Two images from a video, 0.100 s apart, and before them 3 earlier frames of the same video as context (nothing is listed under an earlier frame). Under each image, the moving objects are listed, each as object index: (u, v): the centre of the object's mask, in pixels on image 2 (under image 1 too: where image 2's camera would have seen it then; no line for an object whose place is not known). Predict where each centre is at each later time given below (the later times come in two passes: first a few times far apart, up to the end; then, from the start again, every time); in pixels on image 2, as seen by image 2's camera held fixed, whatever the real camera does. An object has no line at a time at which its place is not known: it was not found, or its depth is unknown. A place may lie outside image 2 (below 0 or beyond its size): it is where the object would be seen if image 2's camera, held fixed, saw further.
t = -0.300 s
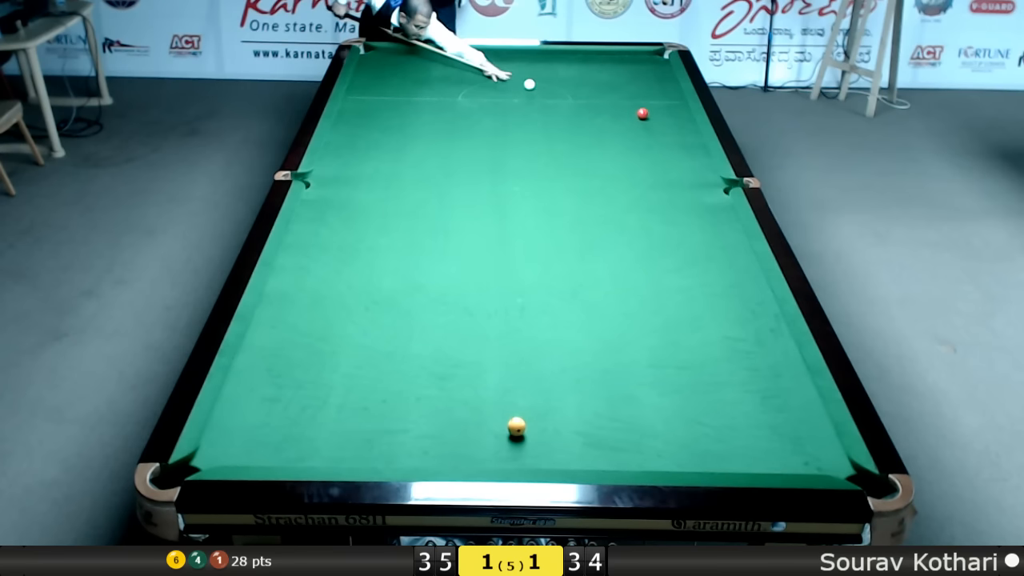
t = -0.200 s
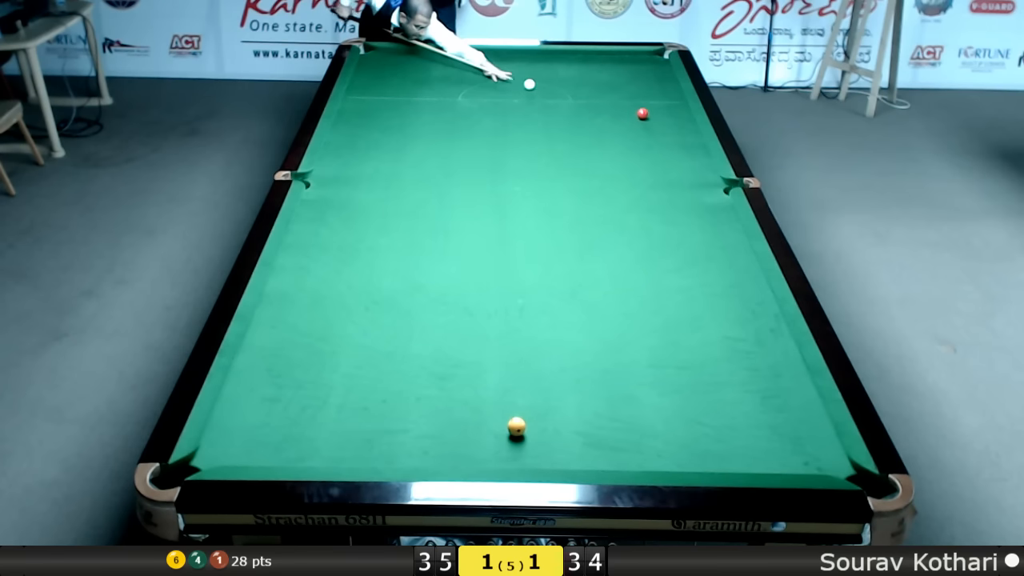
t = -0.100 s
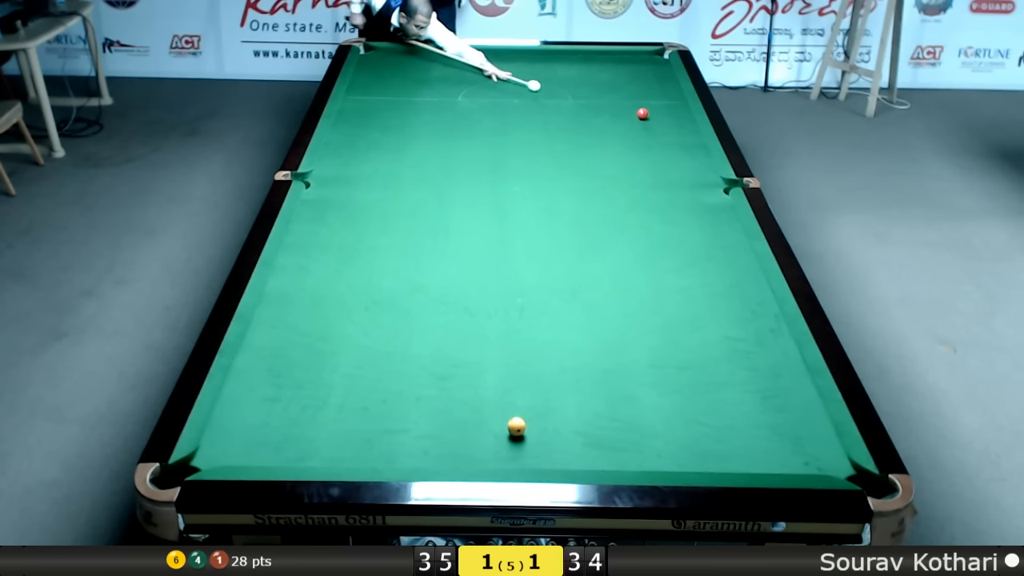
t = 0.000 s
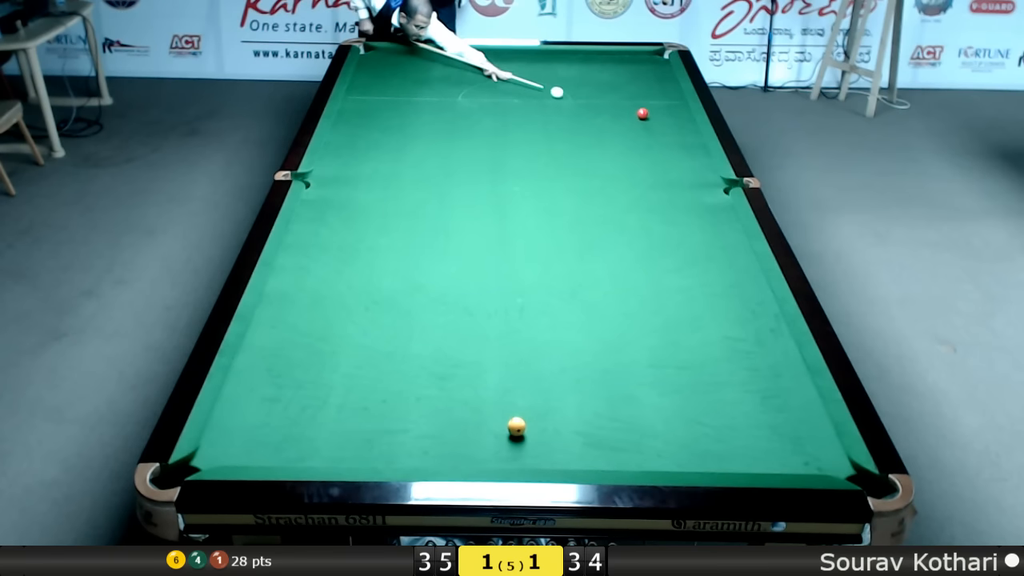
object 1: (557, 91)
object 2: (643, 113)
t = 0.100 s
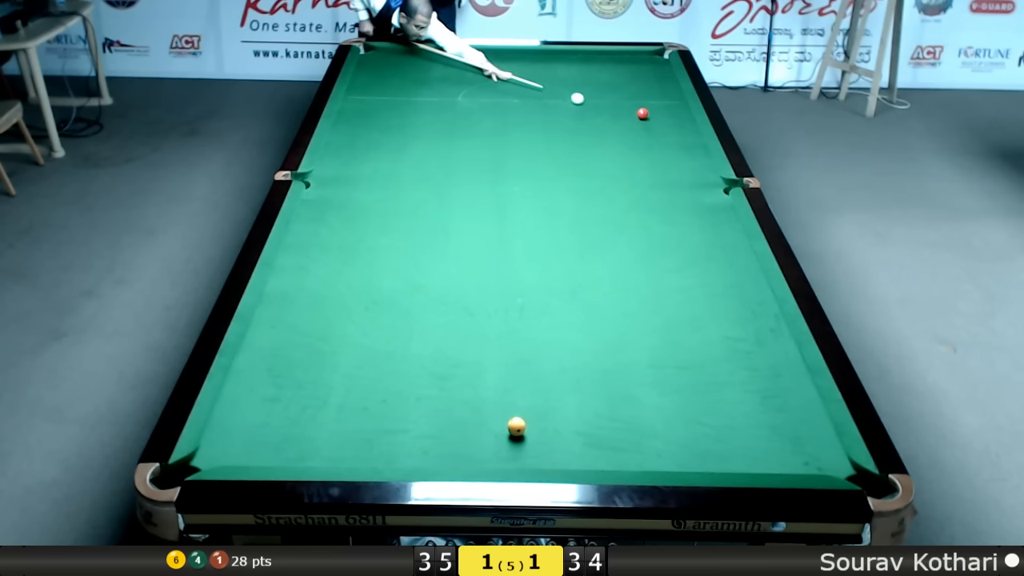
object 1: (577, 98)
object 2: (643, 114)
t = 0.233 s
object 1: (600, 104)
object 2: (643, 113)
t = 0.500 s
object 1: (633, 116)
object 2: (652, 114)
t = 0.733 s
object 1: (646, 125)
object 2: (675, 115)
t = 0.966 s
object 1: (659, 135)
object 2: (683, 116)
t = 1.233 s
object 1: (673, 145)
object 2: (669, 116)
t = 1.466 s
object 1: (686, 155)
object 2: (657, 117)
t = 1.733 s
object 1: (701, 165)
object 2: (644, 117)
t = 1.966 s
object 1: (713, 174)
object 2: (634, 117)
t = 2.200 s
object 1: (713, 182)
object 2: (624, 118)
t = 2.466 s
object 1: (712, 190)
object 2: (615, 119)
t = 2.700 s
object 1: (713, 197)
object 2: (607, 119)
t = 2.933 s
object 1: (713, 203)
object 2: (601, 119)
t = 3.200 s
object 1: (713, 211)
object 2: (594, 120)
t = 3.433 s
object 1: (714, 217)
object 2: (590, 119)
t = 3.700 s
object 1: (714, 223)
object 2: (585, 120)
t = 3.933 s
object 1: (714, 227)
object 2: (583, 120)
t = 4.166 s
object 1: (714, 232)
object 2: (581, 120)
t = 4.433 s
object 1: (714, 236)
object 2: (580, 120)
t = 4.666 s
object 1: (714, 239)
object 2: (581, 120)
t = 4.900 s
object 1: (714, 241)
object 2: (581, 120)
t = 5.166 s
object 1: (713, 244)
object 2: (581, 120)
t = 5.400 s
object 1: (712, 245)
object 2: (581, 120)
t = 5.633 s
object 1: (712, 246)
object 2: (581, 120)
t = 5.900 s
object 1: (712, 246)
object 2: (581, 120)
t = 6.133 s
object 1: (712, 246)
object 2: (581, 120)
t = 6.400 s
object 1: (712, 246)
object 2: (581, 120)
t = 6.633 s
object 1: (712, 246)
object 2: (581, 120)
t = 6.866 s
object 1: (712, 246)
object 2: (581, 120)
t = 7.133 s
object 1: (712, 246)
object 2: (581, 120)
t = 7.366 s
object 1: (712, 246)
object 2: (581, 120)
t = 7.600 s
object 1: (712, 246)
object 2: (581, 120)
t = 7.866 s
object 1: (712, 246)
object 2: (581, 120)
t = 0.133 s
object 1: (584, 99)
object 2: (643, 113)
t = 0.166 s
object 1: (589, 101)
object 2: (643, 114)
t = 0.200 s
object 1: (595, 103)
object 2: (643, 114)
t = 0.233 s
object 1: (600, 104)
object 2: (643, 113)
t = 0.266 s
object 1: (605, 106)
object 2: (643, 114)
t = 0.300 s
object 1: (611, 107)
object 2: (643, 114)
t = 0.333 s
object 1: (616, 109)
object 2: (643, 114)
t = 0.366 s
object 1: (621, 110)
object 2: (643, 113)
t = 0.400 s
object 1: (626, 111)
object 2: (643, 114)
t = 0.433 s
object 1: (631, 113)
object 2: (644, 114)
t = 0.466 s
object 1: (632, 114)
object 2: (647, 114)
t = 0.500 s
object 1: (633, 116)
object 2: (652, 114)
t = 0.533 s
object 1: (635, 117)
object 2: (655, 114)
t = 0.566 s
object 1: (637, 118)
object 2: (659, 114)
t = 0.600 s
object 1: (638, 119)
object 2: (662, 114)
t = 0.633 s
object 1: (640, 121)
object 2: (665, 114)
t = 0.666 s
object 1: (642, 122)
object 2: (669, 114)
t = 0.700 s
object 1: (644, 124)
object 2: (672, 115)
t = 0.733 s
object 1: (646, 125)
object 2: (675, 115)
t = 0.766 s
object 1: (648, 126)
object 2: (678, 115)
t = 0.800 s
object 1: (649, 128)
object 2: (682, 115)
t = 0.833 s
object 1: (651, 129)
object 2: (685, 115)
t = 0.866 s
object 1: (653, 130)
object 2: (688, 115)
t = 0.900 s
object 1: (655, 132)
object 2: (688, 115)
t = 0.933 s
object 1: (657, 133)
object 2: (685, 115)
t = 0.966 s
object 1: (659, 135)
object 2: (683, 116)
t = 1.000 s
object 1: (660, 136)
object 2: (681, 115)
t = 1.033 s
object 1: (662, 137)
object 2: (679, 116)
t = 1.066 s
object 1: (664, 139)
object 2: (678, 116)
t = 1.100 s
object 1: (666, 140)
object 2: (676, 116)
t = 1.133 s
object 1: (668, 141)
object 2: (674, 116)
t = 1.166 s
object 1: (670, 143)
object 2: (672, 116)
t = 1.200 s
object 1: (671, 144)
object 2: (670, 116)
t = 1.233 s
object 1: (673, 145)
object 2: (669, 116)
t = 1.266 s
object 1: (675, 147)
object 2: (667, 116)
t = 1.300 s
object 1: (677, 148)
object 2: (665, 116)
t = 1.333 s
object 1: (679, 149)
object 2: (663, 117)
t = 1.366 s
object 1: (681, 151)
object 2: (662, 116)
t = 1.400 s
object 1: (683, 152)
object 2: (660, 117)
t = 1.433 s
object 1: (684, 153)
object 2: (658, 116)
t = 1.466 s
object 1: (686, 155)
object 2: (657, 117)
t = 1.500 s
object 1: (688, 156)
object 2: (655, 117)
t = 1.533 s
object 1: (690, 157)
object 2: (654, 117)
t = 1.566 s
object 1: (692, 158)
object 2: (652, 117)
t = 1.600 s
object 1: (694, 160)
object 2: (650, 117)
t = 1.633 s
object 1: (695, 161)
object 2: (649, 117)
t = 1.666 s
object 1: (697, 162)
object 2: (647, 117)
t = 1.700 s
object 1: (699, 164)
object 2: (645, 117)
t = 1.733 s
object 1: (701, 165)
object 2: (644, 117)
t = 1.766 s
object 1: (703, 166)
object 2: (643, 117)
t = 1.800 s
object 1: (704, 167)
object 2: (641, 117)
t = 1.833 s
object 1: (706, 169)
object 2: (639, 117)
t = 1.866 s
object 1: (708, 170)
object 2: (638, 117)
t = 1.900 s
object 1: (710, 172)
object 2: (636, 118)
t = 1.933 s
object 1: (712, 173)
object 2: (635, 117)
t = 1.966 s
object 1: (713, 174)
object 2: (634, 117)
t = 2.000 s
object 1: (713, 175)
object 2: (632, 118)
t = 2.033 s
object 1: (713, 176)
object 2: (631, 118)
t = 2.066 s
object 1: (713, 178)
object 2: (629, 118)
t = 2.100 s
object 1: (713, 179)
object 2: (628, 118)
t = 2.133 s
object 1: (713, 180)
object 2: (627, 118)
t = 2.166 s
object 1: (713, 181)
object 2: (626, 118)
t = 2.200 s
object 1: (713, 182)
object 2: (624, 118)
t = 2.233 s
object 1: (713, 183)
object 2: (623, 118)
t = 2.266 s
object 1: (713, 184)
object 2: (622, 118)
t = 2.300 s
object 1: (713, 185)
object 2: (621, 118)
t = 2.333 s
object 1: (713, 186)
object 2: (619, 118)
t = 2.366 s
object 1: (713, 187)
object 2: (618, 118)
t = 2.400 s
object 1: (712, 188)
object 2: (617, 118)
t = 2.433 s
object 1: (713, 189)
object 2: (616, 118)
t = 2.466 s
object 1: (712, 190)
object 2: (615, 119)
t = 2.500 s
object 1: (712, 191)
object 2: (614, 118)
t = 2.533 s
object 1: (712, 192)
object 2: (612, 119)
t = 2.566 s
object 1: (713, 193)
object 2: (611, 119)
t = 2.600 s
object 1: (713, 194)
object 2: (610, 119)
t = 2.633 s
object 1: (713, 195)
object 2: (609, 119)
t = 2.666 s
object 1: (713, 196)
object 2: (608, 119)
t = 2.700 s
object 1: (713, 197)
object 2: (607, 119)
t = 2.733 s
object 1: (713, 198)
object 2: (606, 119)
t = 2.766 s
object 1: (713, 199)
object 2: (605, 119)
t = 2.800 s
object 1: (713, 200)
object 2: (604, 119)
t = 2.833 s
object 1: (713, 201)
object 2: (603, 119)
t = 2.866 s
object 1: (713, 201)
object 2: (603, 119)
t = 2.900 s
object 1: (713, 202)
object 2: (602, 119)
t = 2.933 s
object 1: (713, 203)
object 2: (601, 119)
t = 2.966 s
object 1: (713, 204)
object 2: (600, 119)
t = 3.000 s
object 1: (713, 205)
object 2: (599, 119)
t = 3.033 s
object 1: (713, 206)
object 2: (598, 119)
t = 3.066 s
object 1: (713, 207)
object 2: (597, 119)
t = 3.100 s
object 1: (713, 208)
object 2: (596, 119)
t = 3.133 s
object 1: (713, 209)
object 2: (596, 120)
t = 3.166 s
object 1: (713, 210)
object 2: (595, 120)
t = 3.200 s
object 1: (713, 211)
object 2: (594, 120)
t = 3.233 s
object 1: (713, 212)
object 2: (594, 119)
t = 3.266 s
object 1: (713, 212)
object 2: (593, 120)
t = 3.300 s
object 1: (713, 213)
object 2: (592, 120)
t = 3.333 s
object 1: (713, 214)
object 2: (591, 120)
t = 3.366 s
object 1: (713, 215)
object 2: (591, 119)
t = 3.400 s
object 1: (713, 216)
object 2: (590, 119)
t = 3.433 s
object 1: (714, 217)
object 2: (590, 119)
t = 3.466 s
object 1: (714, 217)
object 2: (589, 120)
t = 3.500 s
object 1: (714, 218)
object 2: (589, 119)
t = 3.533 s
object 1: (714, 219)
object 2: (588, 119)
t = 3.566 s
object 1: (714, 220)
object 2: (587, 120)
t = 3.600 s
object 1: (714, 221)
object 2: (587, 120)
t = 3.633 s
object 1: (714, 221)
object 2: (586, 120)
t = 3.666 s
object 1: (714, 222)
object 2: (586, 120)
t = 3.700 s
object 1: (714, 223)
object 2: (585, 120)
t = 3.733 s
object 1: (714, 223)
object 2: (585, 120)
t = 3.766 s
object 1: (714, 224)
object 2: (585, 120)
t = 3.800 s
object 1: (714, 225)
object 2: (584, 120)
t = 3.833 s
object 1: (714, 225)
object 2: (584, 120)
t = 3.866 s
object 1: (714, 226)
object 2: (584, 120)
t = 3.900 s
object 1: (714, 227)
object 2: (583, 120)
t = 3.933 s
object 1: (714, 227)
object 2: (583, 120)
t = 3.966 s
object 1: (714, 228)
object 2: (583, 120)
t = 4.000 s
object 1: (714, 229)
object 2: (582, 120)
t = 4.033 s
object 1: (714, 229)
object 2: (582, 120)
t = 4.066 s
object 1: (714, 230)
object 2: (581, 120)
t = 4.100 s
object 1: (714, 231)
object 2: (581, 120)
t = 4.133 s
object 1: (714, 231)
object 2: (581, 120)
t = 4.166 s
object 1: (714, 232)
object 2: (581, 120)
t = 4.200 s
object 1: (714, 232)
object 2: (580, 120)
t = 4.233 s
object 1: (714, 233)
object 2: (580, 120)
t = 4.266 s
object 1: (714, 234)
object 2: (580, 120)
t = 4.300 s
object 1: (714, 234)
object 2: (580, 120)
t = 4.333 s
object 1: (714, 234)
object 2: (580, 120)
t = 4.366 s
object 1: (714, 235)
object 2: (580, 120)
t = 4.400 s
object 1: (714, 235)
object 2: (580, 120)
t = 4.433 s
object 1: (714, 236)
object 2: (580, 120)
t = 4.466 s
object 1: (714, 236)
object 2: (580, 120)
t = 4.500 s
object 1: (714, 237)
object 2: (580, 120)
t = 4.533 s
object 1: (714, 237)
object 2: (580, 120)
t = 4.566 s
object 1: (714, 238)
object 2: (580, 120)
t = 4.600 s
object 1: (714, 238)
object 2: (580, 120)
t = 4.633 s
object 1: (714, 239)
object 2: (580, 120)
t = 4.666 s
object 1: (714, 239)
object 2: (581, 120)
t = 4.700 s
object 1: (714, 240)
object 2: (580, 120)
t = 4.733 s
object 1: (714, 240)
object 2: (581, 120)
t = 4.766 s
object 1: (714, 240)
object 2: (581, 120)
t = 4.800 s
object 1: (714, 240)
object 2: (581, 120)
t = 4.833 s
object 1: (714, 241)
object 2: (581, 120)
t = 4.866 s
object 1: (714, 241)
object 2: (581, 120)
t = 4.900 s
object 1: (714, 241)
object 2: (581, 120)
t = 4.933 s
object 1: (714, 242)
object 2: (581, 120)
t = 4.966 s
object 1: (714, 242)
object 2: (581, 120)
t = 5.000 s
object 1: (714, 243)
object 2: (581, 120)
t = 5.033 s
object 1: (713, 243)
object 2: (581, 120)
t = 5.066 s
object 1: (713, 243)
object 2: (581, 120)
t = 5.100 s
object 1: (713, 243)
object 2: (581, 120)
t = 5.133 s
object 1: (713, 243)
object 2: (581, 120)
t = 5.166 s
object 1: (713, 244)
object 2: (581, 120)
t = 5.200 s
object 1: (713, 244)
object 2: (581, 120)
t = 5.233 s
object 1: (713, 244)
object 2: (581, 120)
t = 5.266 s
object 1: (713, 244)
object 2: (581, 120)
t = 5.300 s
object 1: (713, 245)
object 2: (581, 120)
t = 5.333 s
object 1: (713, 245)
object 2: (581, 120)
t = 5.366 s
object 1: (713, 245)
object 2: (581, 120)
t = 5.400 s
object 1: (712, 245)
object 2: (581, 120)
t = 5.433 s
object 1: (712, 245)
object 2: (581, 120)
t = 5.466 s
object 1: (712, 245)
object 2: (581, 120)
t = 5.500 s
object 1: (712, 245)
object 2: (581, 120)
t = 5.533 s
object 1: (712, 245)
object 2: (581, 120)
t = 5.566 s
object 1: (712, 246)
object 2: (581, 120)
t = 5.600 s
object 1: (712, 246)
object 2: (581, 120)
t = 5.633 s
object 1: (712, 246)
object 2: (581, 120)
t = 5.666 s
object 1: (712, 246)
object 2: (581, 120)
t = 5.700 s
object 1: (712, 246)
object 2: (581, 120)
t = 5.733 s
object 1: (712, 246)
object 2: (581, 120)
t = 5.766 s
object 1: (712, 246)
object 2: (581, 120)
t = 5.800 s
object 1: (712, 246)
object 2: (581, 120)
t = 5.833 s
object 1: (712, 246)
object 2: (581, 120)
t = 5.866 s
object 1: (712, 246)
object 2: (581, 120)
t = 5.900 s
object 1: (712, 246)
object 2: (581, 120)
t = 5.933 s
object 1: (712, 246)
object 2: (581, 120)
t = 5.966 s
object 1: (712, 246)
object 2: (581, 120)
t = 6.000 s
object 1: (712, 246)
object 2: (581, 120)
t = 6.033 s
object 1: (712, 246)
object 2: (581, 120)
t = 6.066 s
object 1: (712, 246)
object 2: (581, 120)
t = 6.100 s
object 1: (712, 246)
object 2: (581, 120)
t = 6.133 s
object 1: (712, 246)
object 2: (581, 120)
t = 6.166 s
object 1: (712, 246)
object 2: (581, 120)
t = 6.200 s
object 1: (712, 246)
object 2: (581, 120)
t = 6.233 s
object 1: (712, 246)
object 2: (581, 120)
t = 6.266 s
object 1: (712, 246)
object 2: (581, 120)
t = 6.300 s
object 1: (712, 246)
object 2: (581, 120)
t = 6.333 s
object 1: (712, 246)
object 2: (581, 120)
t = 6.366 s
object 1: (712, 246)
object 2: (581, 120)
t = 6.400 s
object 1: (712, 246)
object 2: (581, 120)
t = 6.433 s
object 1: (712, 246)
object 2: (581, 120)
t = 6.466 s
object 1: (712, 246)
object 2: (581, 120)
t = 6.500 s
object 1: (712, 246)
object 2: (581, 120)
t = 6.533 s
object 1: (712, 246)
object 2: (581, 120)
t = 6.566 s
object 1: (712, 246)
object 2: (581, 120)
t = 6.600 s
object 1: (712, 246)
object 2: (581, 120)
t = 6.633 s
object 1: (712, 246)
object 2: (581, 120)
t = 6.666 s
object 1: (712, 246)
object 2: (581, 120)
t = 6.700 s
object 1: (712, 246)
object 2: (581, 120)
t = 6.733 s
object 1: (712, 246)
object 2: (581, 120)
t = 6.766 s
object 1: (712, 246)
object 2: (581, 120)
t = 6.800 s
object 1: (712, 246)
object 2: (581, 120)
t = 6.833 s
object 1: (712, 246)
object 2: (581, 120)
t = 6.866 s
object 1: (712, 246)
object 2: (581, 120)
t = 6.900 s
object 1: (712, 246)
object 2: (581, 120)
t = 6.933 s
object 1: (712, 246)
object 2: (581, 120)
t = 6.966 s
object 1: (712, 246)
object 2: (581, 120)
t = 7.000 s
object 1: (712, 246)
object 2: (581, 120)
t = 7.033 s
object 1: (712, 246)
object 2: (581, 120)
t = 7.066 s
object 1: (712, 246)
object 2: (581, 120)
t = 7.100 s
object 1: (712, 246)
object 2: (581, 120)
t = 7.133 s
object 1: (712, 246)
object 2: (581, 120)
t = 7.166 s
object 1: (712, 246)
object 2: (581, 120)
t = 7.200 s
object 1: (712, 246)
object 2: (581, 120)
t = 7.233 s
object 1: (712, 246)
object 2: (581, 120)
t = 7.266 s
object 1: (712, 246)
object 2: (581, 120)
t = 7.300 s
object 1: (712, 246)
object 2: (581, 120)
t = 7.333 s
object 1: (712, 246)
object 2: (581, 120)
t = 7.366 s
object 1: (712, 246)
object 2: (581, 120)
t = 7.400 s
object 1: (712, 246)
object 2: (581, 120)
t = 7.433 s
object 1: (712, 246)
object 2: (581, 120)
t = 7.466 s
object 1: (712, 246)
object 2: (581, 120)
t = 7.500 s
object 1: (712, 246)
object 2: (581, 120)
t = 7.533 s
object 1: (712, 246)
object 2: (581, 120)
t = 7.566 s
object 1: (712, 246)
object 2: (581, 120)
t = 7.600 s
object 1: (712, 246)
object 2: (581, 120)
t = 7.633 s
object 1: (712, 246)
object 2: (581, 120)
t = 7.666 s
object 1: (712, 246)
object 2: (581, 120)
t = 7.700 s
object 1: (712, 246)
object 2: (581, 120)
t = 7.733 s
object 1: (712, 246)
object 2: (581, 120)
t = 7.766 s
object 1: (712, 246)
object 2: (581, 120)
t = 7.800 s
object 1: (712, 246)
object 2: (581, 120)
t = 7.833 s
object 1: (712, 246)
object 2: (581, 120)
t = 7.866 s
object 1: (712, 246)
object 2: (581, 120)
